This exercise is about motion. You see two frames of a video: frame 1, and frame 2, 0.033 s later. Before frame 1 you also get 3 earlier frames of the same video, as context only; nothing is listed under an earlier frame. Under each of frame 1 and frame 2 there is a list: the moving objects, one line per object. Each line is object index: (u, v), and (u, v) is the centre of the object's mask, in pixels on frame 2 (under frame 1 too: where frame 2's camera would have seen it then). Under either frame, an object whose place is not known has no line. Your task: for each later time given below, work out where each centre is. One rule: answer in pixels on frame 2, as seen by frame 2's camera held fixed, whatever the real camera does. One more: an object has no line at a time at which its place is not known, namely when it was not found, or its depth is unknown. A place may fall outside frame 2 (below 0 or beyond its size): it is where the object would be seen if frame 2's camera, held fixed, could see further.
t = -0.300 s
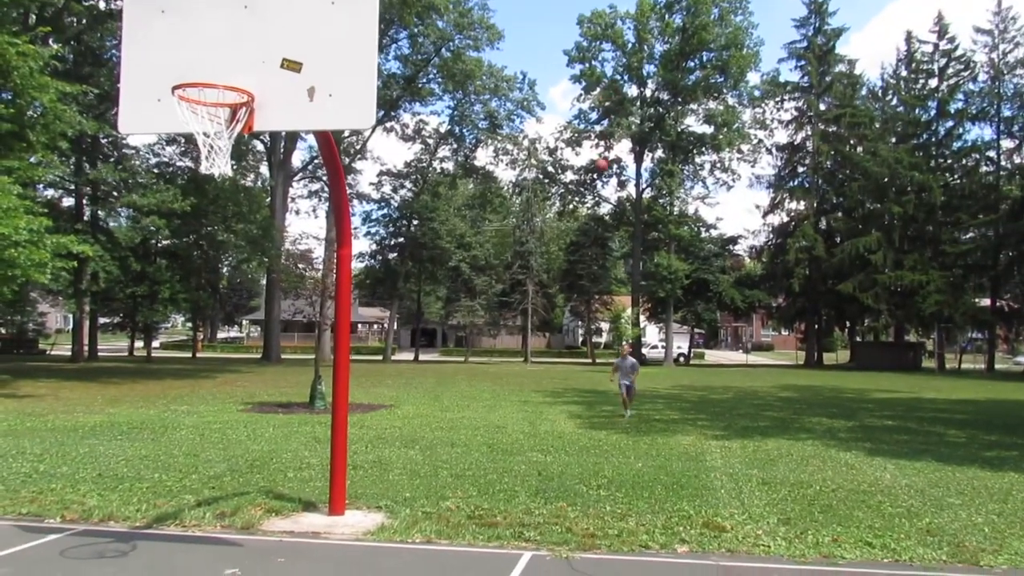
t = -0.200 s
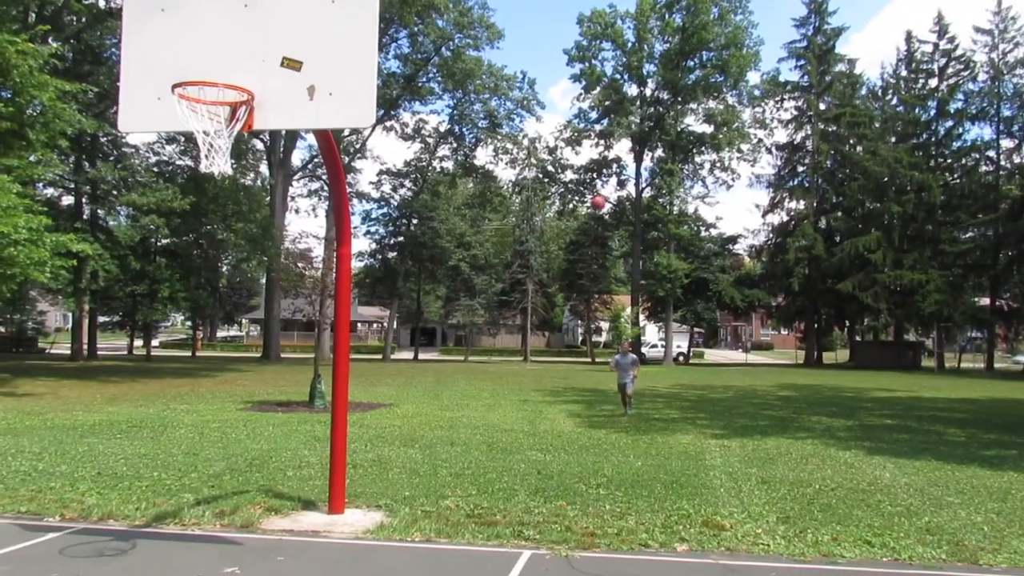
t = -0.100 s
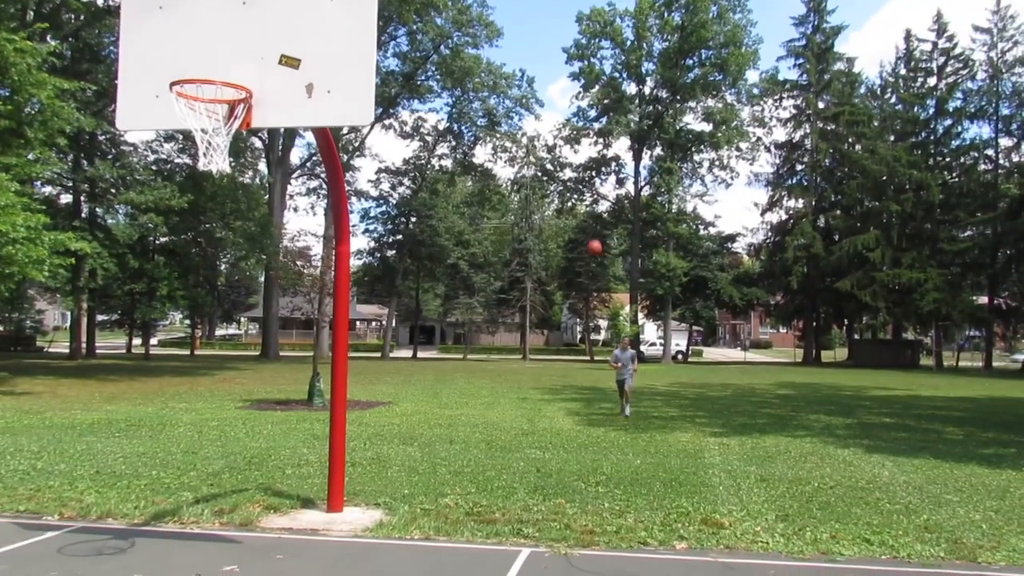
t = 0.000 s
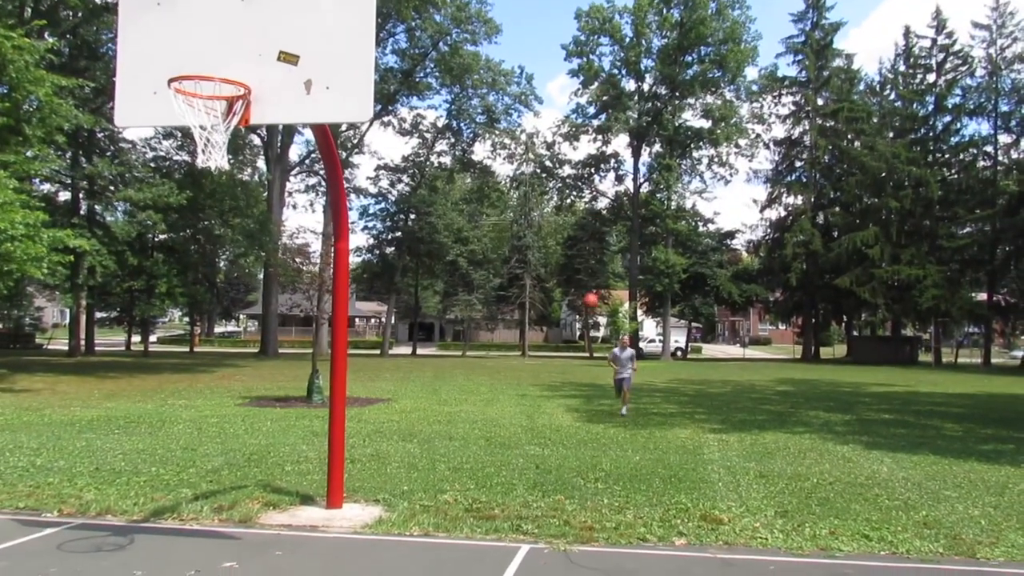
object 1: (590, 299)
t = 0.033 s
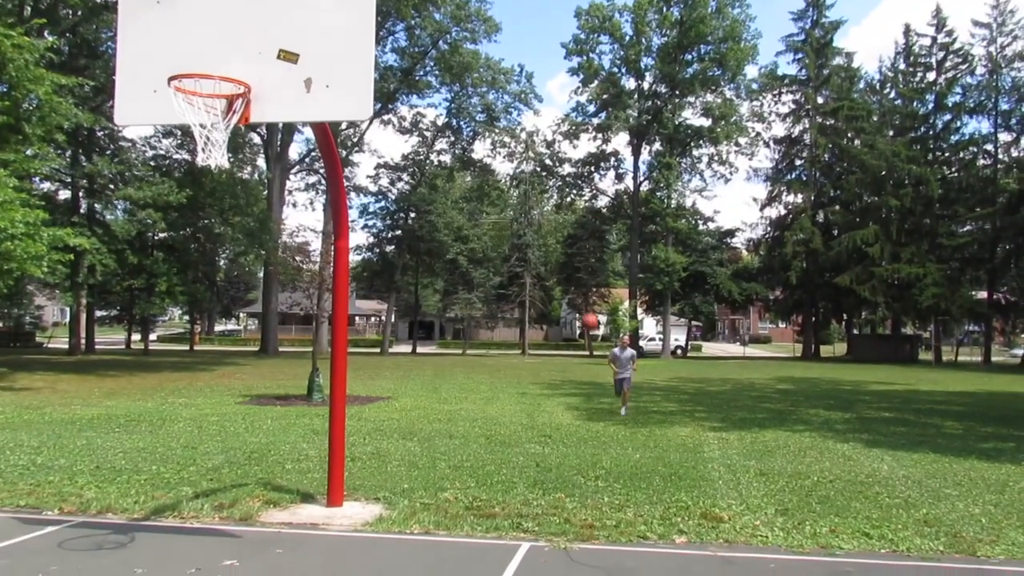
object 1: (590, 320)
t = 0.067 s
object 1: (589, 344)
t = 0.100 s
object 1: (587, 369)
